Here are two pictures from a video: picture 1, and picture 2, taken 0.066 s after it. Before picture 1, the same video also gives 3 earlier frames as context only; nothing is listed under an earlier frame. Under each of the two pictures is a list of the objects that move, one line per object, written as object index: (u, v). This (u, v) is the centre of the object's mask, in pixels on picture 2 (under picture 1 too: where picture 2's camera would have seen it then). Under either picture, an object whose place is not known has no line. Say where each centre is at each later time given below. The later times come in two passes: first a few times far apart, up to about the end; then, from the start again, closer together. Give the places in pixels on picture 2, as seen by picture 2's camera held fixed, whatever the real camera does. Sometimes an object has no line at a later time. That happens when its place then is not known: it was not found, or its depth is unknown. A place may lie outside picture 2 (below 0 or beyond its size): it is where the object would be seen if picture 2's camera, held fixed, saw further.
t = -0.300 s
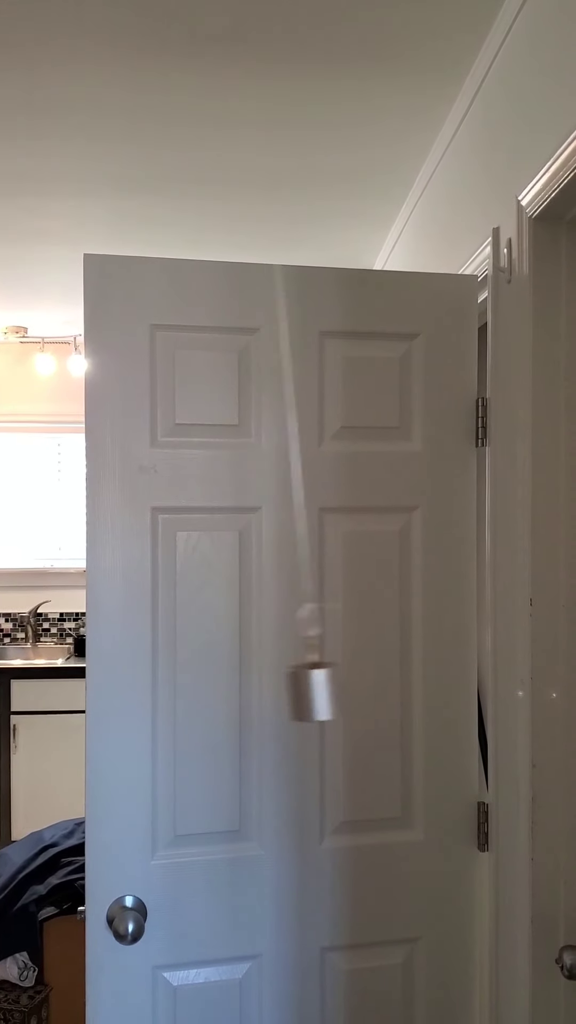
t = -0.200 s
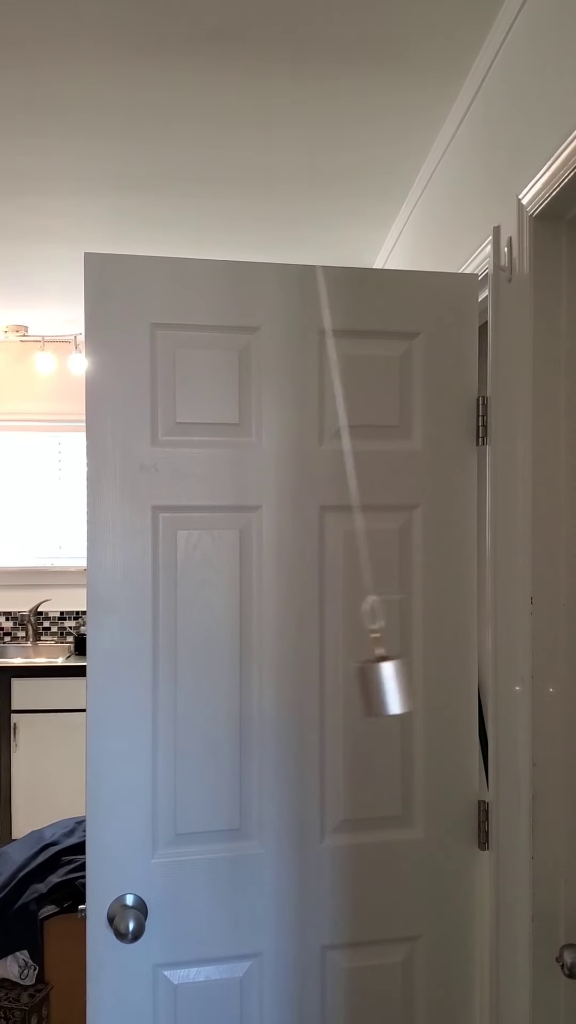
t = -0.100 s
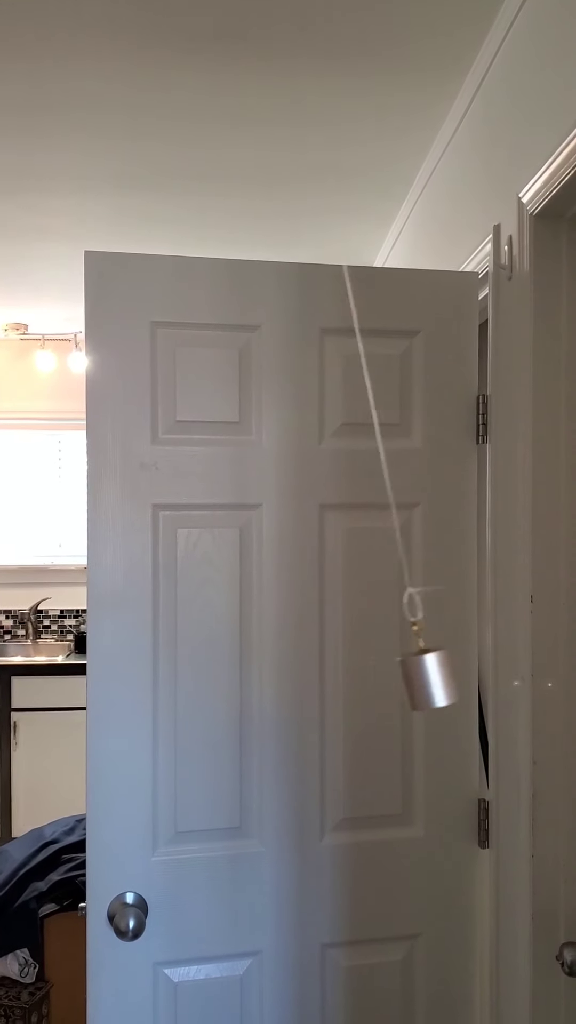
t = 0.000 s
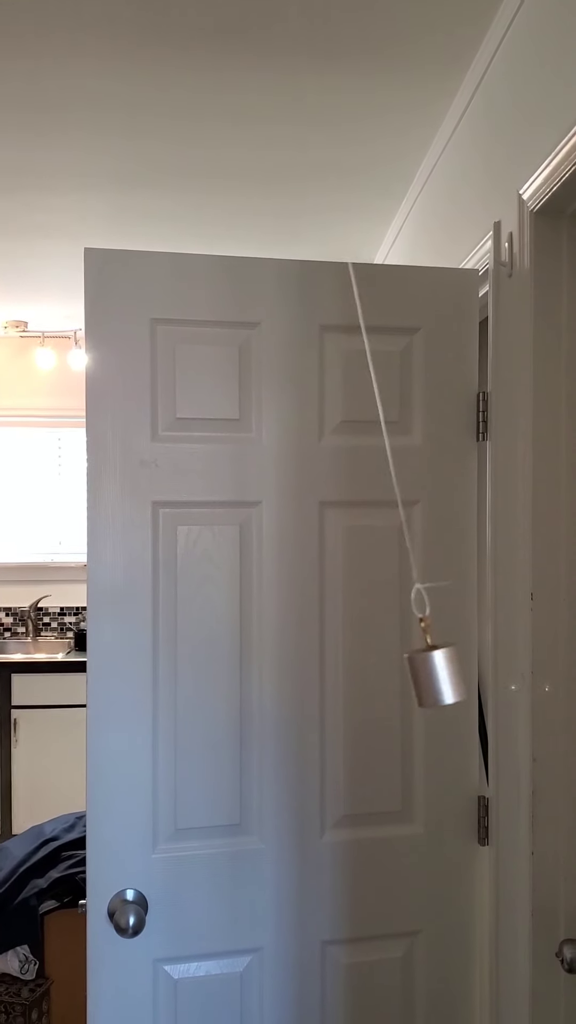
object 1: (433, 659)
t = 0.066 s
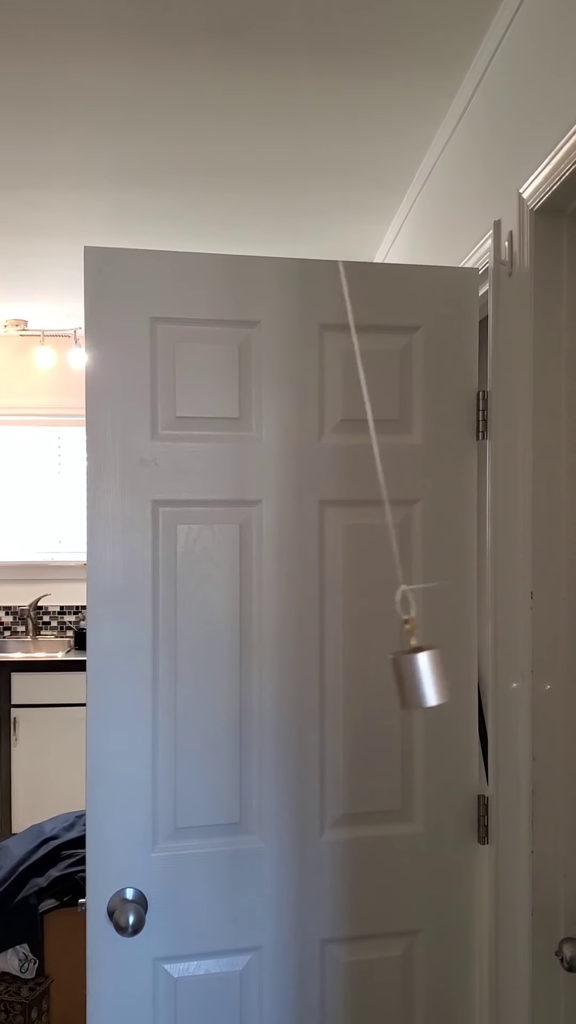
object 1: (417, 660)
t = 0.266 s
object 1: (287, 669)
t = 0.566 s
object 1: (67, 665)
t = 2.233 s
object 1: (21, 615)
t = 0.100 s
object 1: (403, 662)
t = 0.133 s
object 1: (385, 663)
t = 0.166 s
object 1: (364, 665)
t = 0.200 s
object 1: (340, 667)
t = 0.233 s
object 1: (314, 669)
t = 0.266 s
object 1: (287, 669)
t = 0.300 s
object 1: (261, 670)
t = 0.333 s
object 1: (232, 674)
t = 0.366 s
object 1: (204, 673)
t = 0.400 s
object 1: (177, 670)
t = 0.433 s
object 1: (151, 671)
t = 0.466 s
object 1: (126, 672)
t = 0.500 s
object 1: (104, 673)
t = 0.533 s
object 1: (84, 669)
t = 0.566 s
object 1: (67, 665)
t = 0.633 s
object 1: (44, 658)
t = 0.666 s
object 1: (37, 656)
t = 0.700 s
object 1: (34, 655)
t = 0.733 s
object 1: (35, 654)
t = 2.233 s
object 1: (21, 615)
